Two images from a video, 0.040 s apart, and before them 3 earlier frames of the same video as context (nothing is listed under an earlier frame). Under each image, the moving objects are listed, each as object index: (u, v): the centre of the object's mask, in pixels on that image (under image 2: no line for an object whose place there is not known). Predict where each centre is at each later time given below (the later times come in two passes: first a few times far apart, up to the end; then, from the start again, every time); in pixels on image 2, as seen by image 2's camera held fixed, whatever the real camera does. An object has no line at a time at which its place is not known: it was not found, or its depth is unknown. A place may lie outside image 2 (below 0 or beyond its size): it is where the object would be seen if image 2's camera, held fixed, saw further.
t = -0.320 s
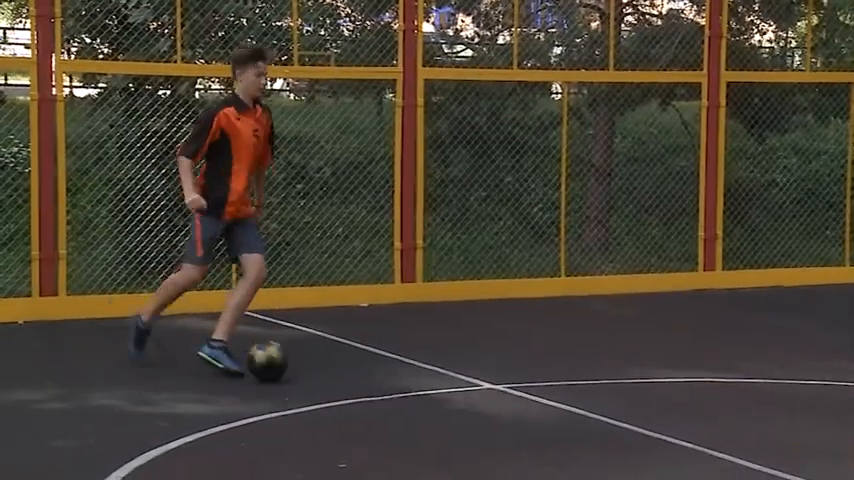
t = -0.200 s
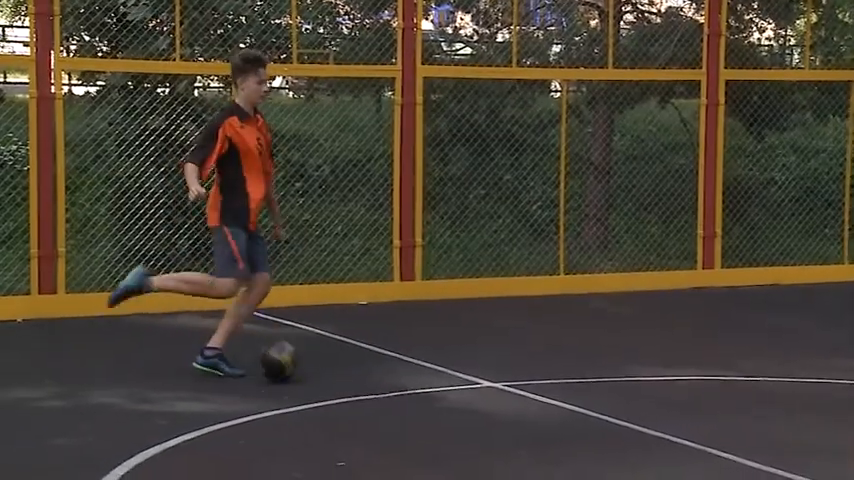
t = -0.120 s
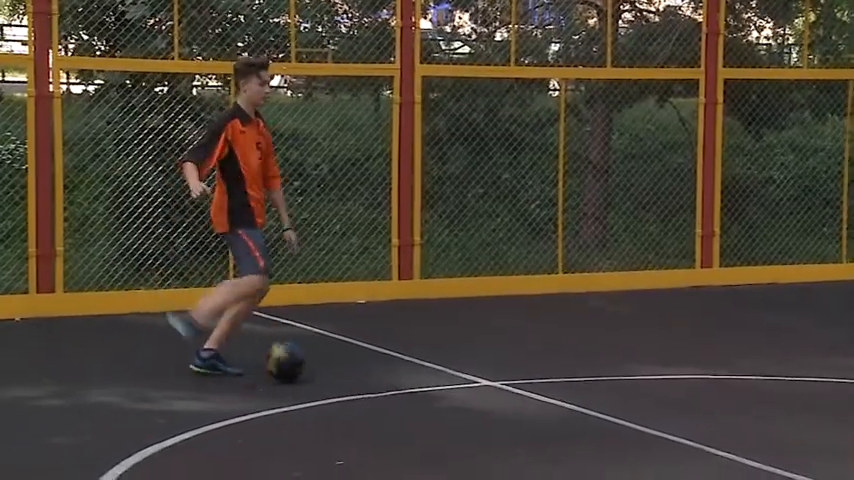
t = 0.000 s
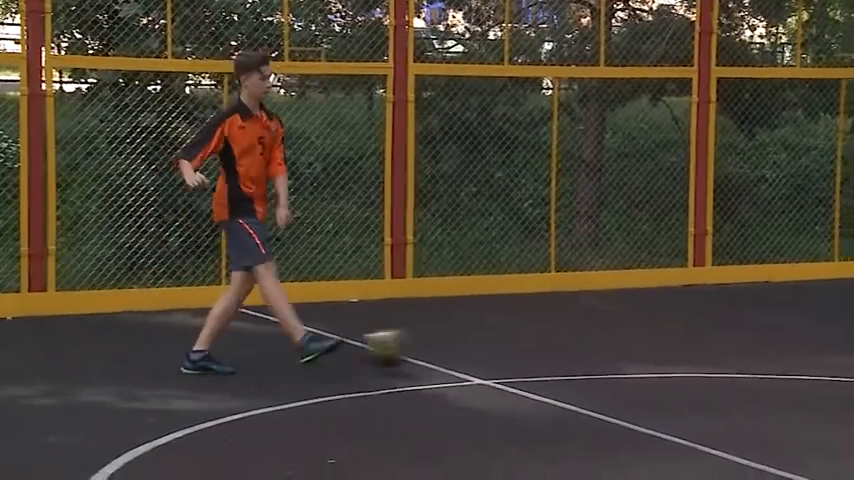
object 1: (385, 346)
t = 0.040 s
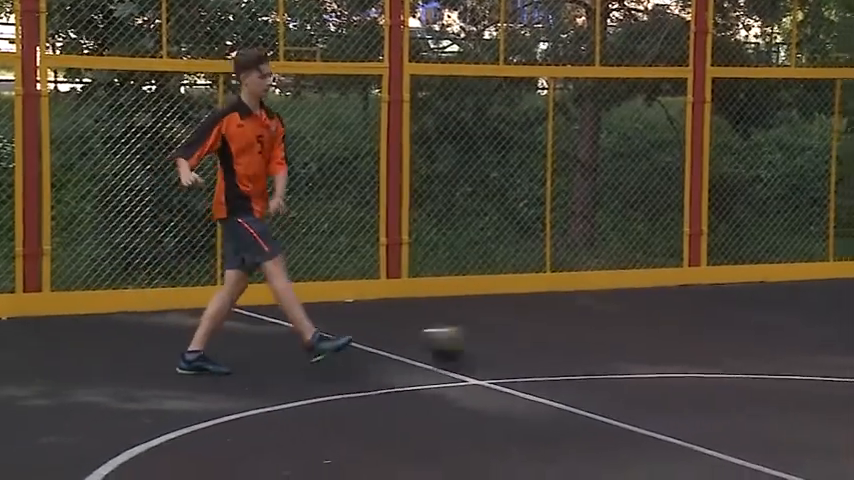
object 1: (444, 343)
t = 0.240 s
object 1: (695, 328)
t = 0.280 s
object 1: (736, 326)
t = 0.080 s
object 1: (505, 344)
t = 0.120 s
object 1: (557, 341)
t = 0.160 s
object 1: (606, 335)
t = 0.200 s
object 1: (652, 329)
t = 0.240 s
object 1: (695, 328)
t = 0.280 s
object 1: (736, 326)
